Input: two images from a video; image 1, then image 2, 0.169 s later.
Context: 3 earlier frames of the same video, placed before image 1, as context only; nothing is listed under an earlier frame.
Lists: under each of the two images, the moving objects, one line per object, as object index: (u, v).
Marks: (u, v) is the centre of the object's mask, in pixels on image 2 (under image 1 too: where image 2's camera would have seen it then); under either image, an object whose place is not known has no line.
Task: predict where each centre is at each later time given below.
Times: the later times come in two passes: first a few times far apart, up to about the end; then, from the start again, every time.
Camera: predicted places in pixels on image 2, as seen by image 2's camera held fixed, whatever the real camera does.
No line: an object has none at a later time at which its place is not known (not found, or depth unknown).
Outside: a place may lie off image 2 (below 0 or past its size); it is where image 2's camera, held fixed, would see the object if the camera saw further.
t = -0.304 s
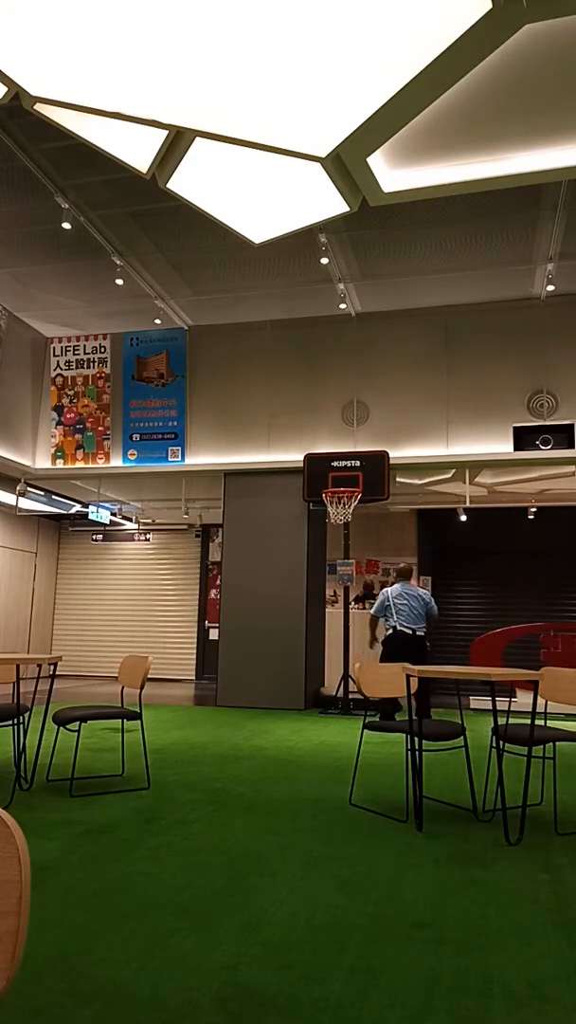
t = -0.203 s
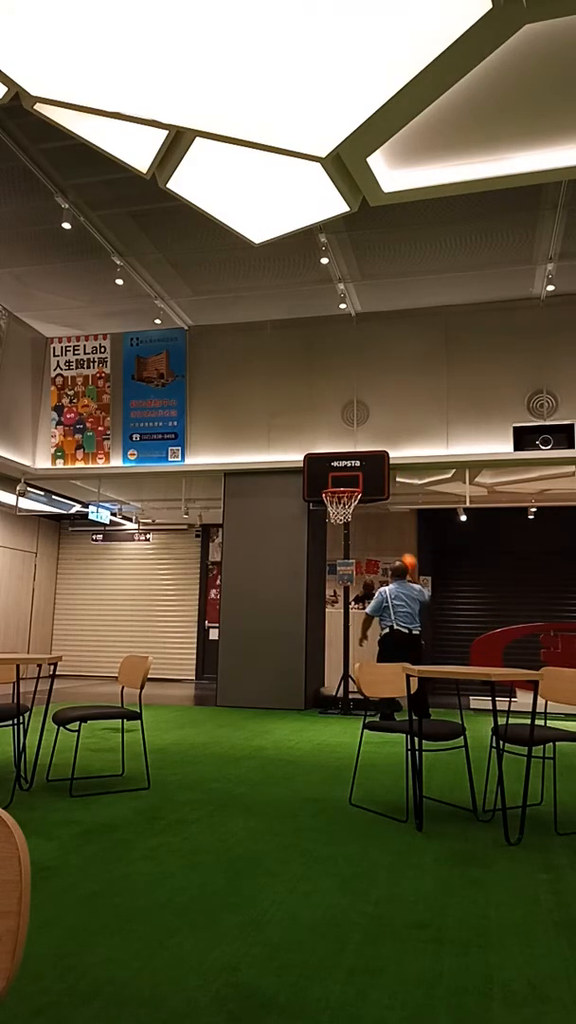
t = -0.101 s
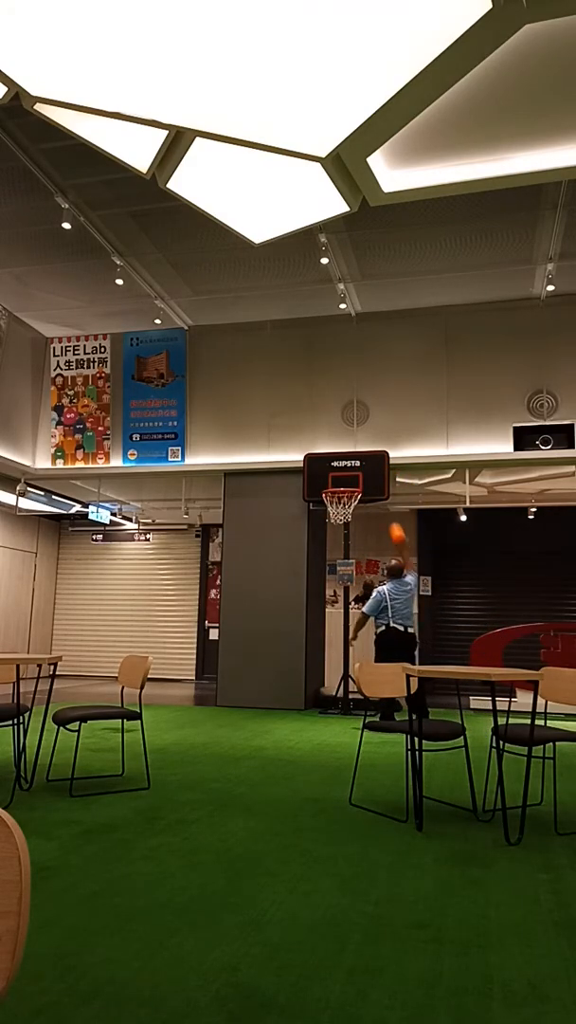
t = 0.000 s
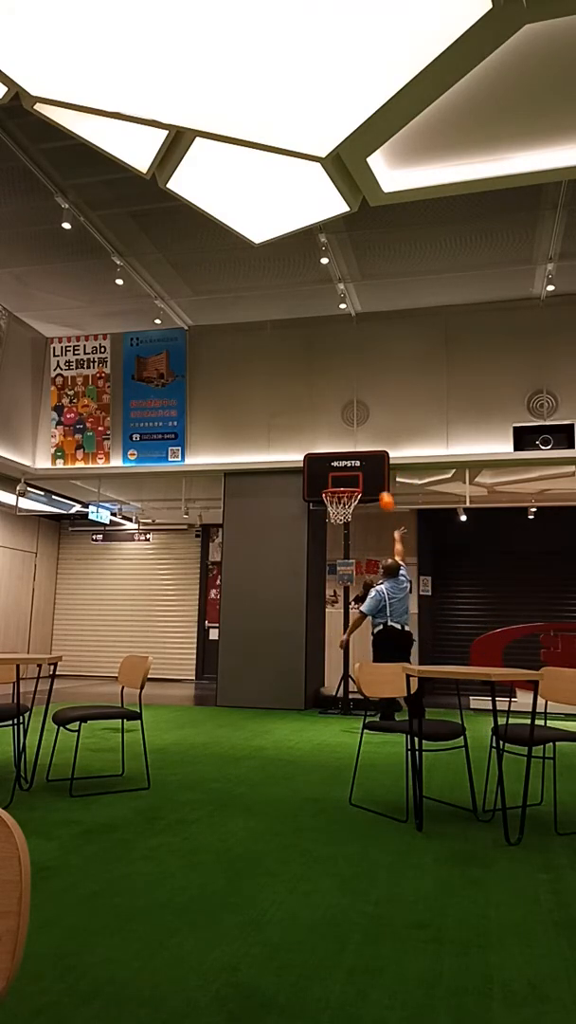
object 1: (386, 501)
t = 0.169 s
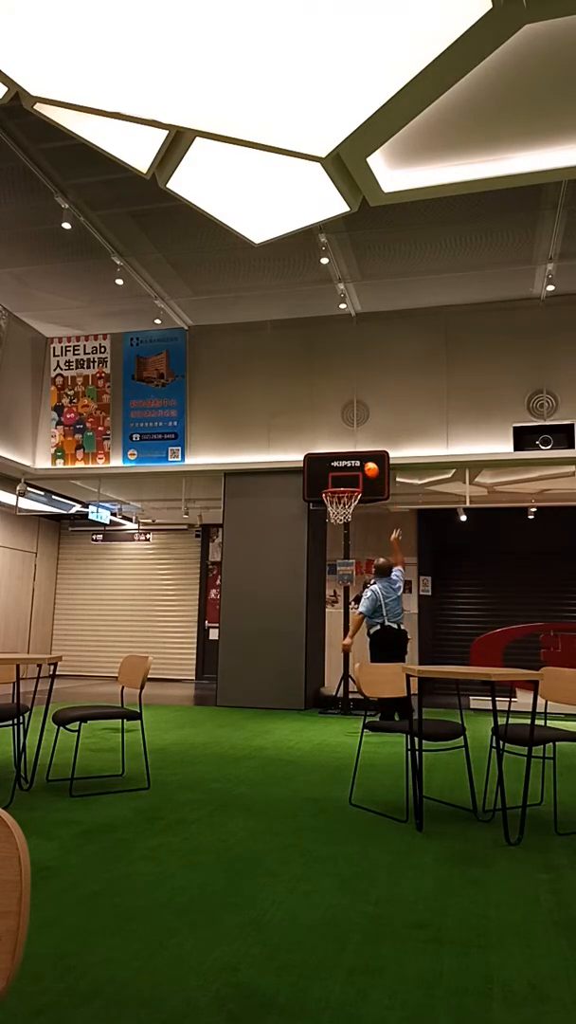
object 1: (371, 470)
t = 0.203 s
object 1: (368, 466)
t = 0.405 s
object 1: (351, 467)
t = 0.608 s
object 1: (339, 496)
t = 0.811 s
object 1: (343, 532)
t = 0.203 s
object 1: (368, 466)
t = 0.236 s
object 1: (365, 464)
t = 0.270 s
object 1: (363, 463)
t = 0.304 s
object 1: (360, 463)
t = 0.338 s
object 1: (357, 463)
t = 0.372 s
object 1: (354, 465)
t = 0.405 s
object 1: (351, 467)
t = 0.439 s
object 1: (348, 471)
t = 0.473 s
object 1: (346, 475)
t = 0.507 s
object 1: (343, 480)
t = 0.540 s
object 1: (341, 483)
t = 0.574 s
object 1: (338, 492)
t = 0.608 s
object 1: (339, 496)
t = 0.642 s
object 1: (339, 500)
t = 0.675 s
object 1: (339, 504)
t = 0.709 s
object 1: (341, 510)
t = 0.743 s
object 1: (341, 516)
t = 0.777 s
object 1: (342, 525)
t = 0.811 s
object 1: (343, 532)
